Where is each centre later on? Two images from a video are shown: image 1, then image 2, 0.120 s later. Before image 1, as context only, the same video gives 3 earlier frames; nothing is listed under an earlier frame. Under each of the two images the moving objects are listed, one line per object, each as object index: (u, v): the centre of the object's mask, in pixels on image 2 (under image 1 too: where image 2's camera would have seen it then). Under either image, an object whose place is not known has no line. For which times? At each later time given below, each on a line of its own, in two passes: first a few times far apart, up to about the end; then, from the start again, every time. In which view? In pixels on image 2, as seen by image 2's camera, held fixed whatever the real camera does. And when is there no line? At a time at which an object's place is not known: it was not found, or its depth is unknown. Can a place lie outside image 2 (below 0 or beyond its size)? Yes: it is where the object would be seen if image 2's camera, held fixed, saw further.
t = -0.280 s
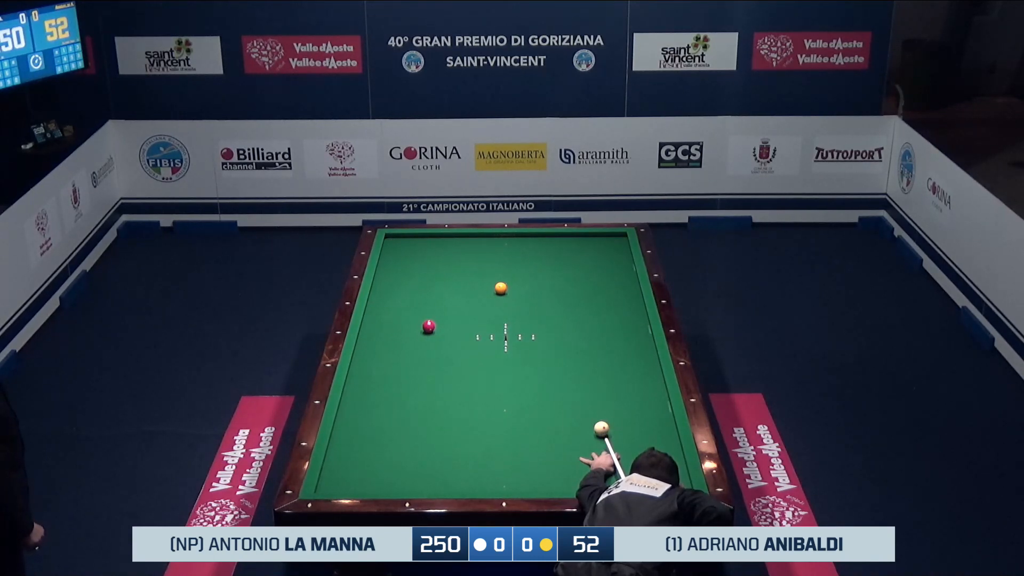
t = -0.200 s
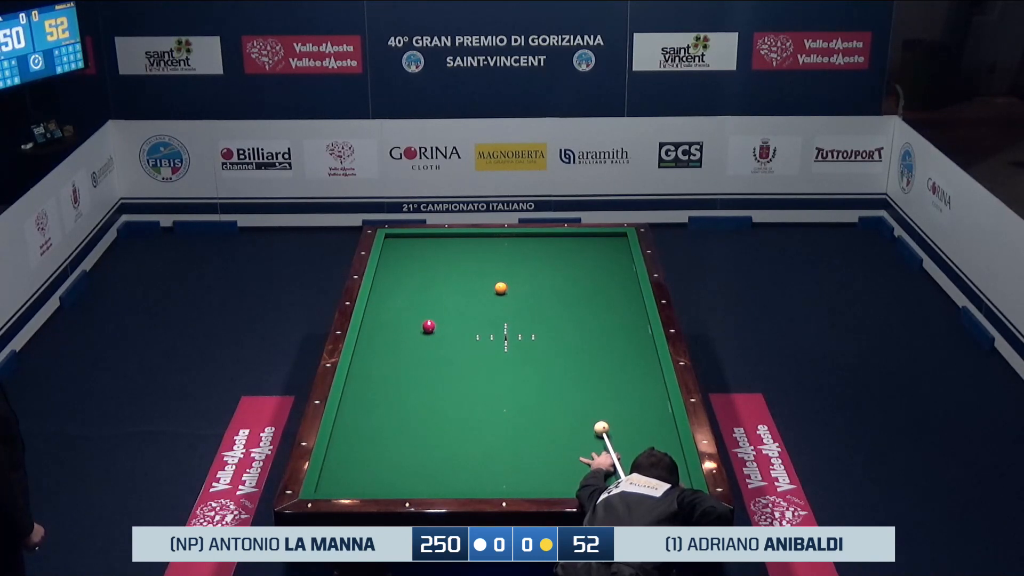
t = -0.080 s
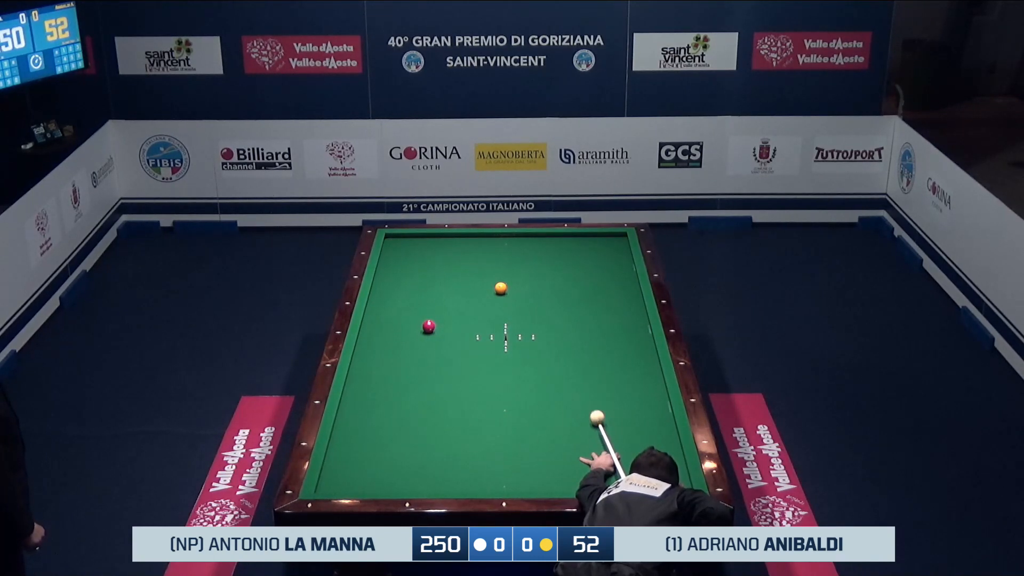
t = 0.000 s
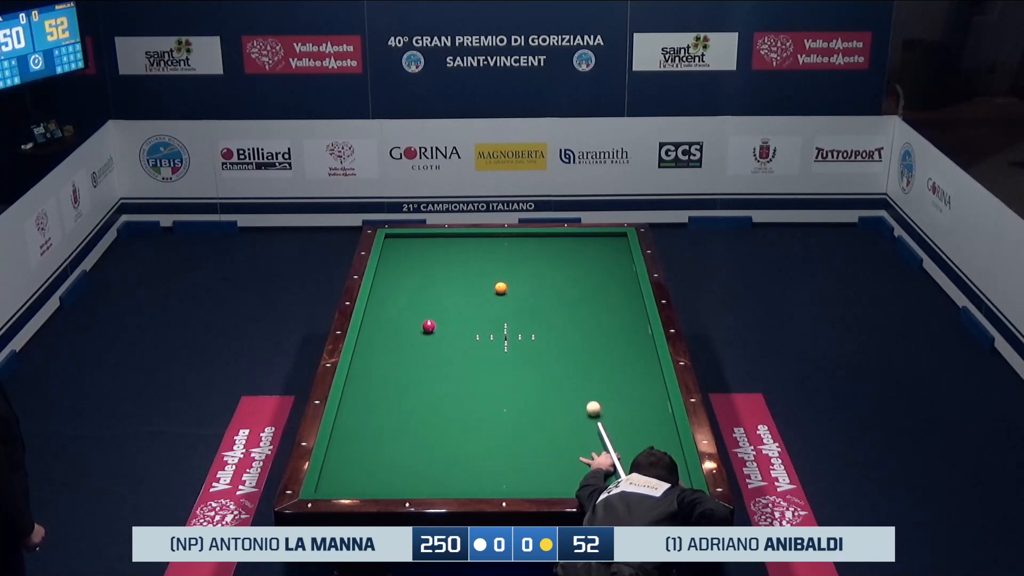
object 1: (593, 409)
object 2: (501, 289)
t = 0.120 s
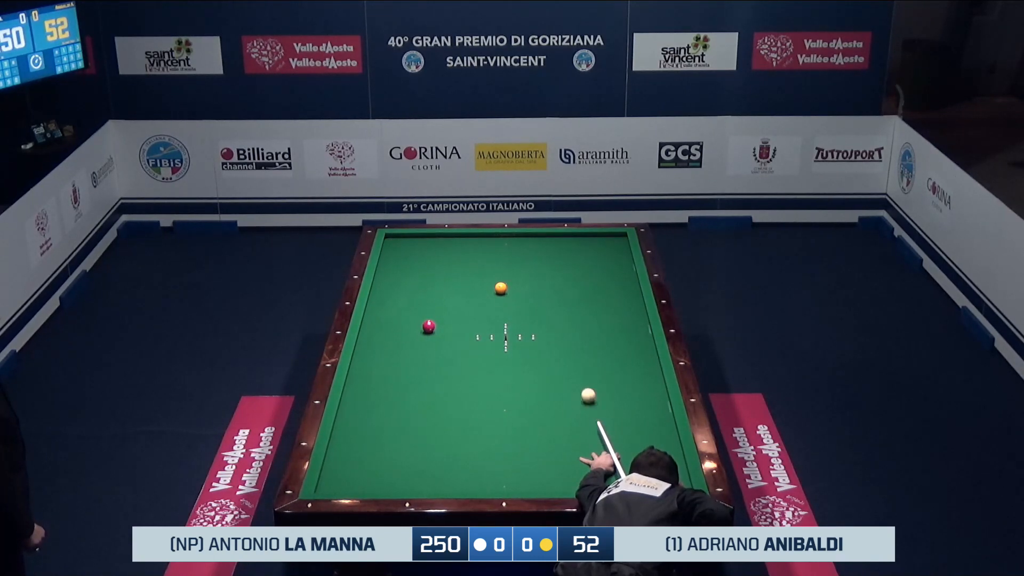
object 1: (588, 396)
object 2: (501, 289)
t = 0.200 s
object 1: (585, 388)
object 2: (501, 289)
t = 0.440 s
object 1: (575, 364)
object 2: (501, 289)
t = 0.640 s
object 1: (568, 346)
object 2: (501, 289)
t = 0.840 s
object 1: (561, 329)
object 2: (501, 289)
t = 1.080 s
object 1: (554, 310)
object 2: (501, 289)
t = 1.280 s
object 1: (548, 295)
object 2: (501, 289)
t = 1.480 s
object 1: (542, 282)
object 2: (501, 289)
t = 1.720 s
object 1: (536, 266)
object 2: (501, 289)
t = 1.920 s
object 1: (531, 255)
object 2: (501, 289)
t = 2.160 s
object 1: (526, 241)
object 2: (501, 289)
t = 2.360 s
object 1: (522, 238)
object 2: (501, 289)
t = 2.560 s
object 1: (519, 244)
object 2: (501, 289)
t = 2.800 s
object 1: (516, 252)
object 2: (501, 289)
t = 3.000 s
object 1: (513, 259)
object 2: (501, 289)
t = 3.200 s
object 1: (510, 266)
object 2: (501, 289)
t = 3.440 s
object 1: (506, 274)
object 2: (501, 289)
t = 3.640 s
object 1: (503, 279)
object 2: (501, 289)
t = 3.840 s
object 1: (500, 282)
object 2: (500, 291)
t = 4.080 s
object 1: (498, 285)
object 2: (500, 296)
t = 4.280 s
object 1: (496, 287)
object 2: (499, 300)
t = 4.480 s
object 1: (494, 288)
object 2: (498, 305)
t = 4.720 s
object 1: (493, 290)
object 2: (498, 310)
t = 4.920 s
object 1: (492, 291)
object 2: (497, 314)
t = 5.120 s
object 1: (491, 292)
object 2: (497, 317)
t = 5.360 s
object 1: (490, 293)
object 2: (496, 322)
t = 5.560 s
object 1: (489, 294)
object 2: (496, 326)
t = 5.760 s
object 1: (489, 294)
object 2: (495, 329)
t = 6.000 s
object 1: (488, 295)
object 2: (495, 333)
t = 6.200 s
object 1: (488, 295)
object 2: (494, 337)
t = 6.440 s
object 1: (488, 295)
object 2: (494, 341)
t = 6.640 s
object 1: (488, 296)
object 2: (494, 344)
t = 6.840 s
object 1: (488, 296)
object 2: (494, 346)
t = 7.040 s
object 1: (488, 296)
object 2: (495, 349)
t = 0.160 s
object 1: (586, 392)
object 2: (501, 289)
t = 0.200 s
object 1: (585, 388)
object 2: (501, 289)
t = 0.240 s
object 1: (583, 384)
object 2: (501, 289)
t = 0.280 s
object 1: (582, 380)
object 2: (501, 289)
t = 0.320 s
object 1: (580, 376)
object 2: (501, 289)
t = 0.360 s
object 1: (579, 372)
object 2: (501, 289)
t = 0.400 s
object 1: (577, 368)
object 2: (501, 289)
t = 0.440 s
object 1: (575, 364)
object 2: (501, 289)
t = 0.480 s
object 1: (574, 360)
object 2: (501, 289)
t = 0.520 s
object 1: (572, 357)
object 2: (501, 289)
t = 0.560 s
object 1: (571, 353)
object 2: (501, 289)
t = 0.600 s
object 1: (569, 349)
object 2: (501, 289)
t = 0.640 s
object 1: (568, 346)
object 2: (501, 289)
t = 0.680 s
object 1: (567, 342)
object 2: (501, 289)
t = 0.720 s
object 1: (565, 339)
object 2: (501, 289)
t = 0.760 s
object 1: (564, 335)
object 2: (501, 289)
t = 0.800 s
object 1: (563, 332)
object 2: (501, 289)
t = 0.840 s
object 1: (561, 329)
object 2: (501, 289)
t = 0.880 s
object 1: (560, 325)
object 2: (501, 289)
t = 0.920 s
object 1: (559, 322)
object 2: (501, 289)
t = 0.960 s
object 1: (557, 319)
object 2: (501, 289)
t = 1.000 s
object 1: (556, 316)
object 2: (501, 289)
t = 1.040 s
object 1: (555, 313)
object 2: (501, 289)
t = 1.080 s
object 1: (554, 310)
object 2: (501, 289)
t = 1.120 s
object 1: (552, 307)
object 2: (501, 289)
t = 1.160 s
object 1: (551, 304)
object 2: (501, 289)
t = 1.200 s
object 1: (550, 301)
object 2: (501, 289)
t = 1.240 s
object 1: (549, 298)
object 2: (501, 289)
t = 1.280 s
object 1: (548, 295)
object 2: (501, 289)
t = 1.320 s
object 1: (547, 293)
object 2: (501, 289)
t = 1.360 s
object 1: (546, 290)
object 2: (501, 289)
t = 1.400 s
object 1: (545, 287)
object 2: (501, 289)
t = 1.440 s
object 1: (543, 284)
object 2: (501, 289)
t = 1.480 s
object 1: (542, 282)
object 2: (501, 289)
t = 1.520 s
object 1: (541, 279)
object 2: (501, 289)
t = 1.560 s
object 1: (540, 276)
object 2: (501, 289)
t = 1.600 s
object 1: (539, 274)
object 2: (501, 289)
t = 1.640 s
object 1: (538, 271)
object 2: (501, 289)
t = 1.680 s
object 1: (537, 269)
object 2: (501, 289)
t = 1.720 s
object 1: (536, 266)
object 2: (501, 289)
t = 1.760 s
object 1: (535, 264)
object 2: (501, 289)
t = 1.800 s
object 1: (534, 262)
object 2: (501, 289)
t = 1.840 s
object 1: (533, 259)
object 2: (501, 289)
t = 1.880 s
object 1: (532, 257)
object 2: (501, 289)
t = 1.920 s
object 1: (531, 255)
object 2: (501, 289)
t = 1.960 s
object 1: (530, 252)
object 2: (501, 289)
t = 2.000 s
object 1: (530, 250)
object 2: (501, 289)
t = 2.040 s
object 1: (529, 248)
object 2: (501, 289)
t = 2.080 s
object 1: (528, 246)
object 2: (501, 289)
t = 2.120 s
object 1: (527, 243)
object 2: (501, 289)
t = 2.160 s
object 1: (526, 241)
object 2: (501, 289)
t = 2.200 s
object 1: (525, 239)
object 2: (501, 289)
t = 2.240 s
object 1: (524, 237)
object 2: (501, 289)
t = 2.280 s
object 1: (523, 235)
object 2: (501, 289)
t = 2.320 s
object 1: (523, 236)
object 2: (501, 289)
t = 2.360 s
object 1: (522, 238)
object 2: (501, 289)
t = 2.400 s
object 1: (522, 239)
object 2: (501, 289)
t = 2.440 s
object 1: (521, 240)
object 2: (501, 289)
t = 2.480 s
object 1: (521, 242)
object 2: (501, 289)
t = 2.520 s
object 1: (520, 243)
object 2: (501, 289)
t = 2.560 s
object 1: (519, 244)
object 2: (501, 289)
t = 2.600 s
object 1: (519, 246)
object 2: (501, 289)
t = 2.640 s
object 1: (518, 247)
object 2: (501, 289)
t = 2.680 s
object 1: (518, 248)
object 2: (501, 289)
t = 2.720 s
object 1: (517, 250)
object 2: (501, 289)
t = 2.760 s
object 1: (516, 251)
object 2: (501, 289)
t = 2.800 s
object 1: (516, 252)
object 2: (501, 289)
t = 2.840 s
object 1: (515, 253)
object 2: (501, 289)
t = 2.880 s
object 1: (514, 255)
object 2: (501, 289)
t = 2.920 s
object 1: (514, 256)
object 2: (501, 289)
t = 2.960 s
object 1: (513, 258)
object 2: (501, 289)
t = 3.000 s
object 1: (513, 259)
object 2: (501, 289)
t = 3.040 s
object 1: (512, 260)
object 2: (501, 289)
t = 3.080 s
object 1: (511, 262)
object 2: (501, 289)
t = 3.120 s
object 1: (511, 263)
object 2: (501, 289)
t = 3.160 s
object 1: (510, 264)
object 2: (501, 289)
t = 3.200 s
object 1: (510, 266)
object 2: (501, 289)
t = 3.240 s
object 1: (509, 267)
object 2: (501, 289)
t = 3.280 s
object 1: (509, 268)
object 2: (501, 289)
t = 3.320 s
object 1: (508, 269)
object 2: (501, 289)
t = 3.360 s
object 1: (507, 271)
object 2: (501, 289)
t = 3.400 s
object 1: (507, 272)
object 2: (501, 289)
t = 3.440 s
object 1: (506, 274)
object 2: (501, 289)
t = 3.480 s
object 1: (505, 275)
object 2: (501, 289)
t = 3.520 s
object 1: (505, 276)
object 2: (501, 289)
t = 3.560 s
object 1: (504, 277)
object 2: (501, 289)
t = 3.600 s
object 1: (504, 278)
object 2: (501, 289)
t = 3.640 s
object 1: (503, 279)
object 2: (501, 289)
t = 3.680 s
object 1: (502, 279)
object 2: (501, 289)
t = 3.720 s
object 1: (502, 280)
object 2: (501, 289)
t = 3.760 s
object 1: (501, 281)
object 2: (501, 289)
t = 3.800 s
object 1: (501, 282)
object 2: (501, 290)
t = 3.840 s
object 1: (500, 282)
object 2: (500, 291)
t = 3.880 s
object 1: (500, 283)
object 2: (500, 292)
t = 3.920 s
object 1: (499, 283)
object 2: (500, 293)
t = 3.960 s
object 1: (499, 283)
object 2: (500, 294)
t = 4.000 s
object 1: (499, 284)
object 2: (500, 294)
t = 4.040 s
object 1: (498, 284)
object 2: (500, 295)
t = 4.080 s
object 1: (498, 285)
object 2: (500, 296)
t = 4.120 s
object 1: (497, 285)
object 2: (499, 297)
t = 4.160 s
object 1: (497, 286)
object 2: (499, 298)
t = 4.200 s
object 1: (497, 286)
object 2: (499, 299)
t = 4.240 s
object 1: (496, 287)
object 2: (499, 300)
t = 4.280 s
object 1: (496, 287)
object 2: (499, 300)
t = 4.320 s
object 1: (496, 287)
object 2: (499, 301)
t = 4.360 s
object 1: (495, 288)
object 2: (498, 302)
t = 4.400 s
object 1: (495, 288)
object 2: (498, 303)
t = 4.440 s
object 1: (495, 288)
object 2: (498, 304)
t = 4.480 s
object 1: (494, 288)
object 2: (498, 305)
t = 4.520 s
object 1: (494, 289)
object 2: (498, 305)
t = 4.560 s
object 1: (494, 289)
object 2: (498, 306)
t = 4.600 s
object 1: (494, 289)
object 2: (498, 307)
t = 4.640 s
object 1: (493, 289)
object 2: (498, 308)
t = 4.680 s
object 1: (493, 290)
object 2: (498, 309)
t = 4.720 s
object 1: (493, 290)
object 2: (498, 310)
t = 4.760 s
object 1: (493, 290)
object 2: (497, 311)
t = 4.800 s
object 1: (492, 290)
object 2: (497, 311)
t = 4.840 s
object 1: (492, 290)
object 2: (497, 312)
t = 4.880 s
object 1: (492, 291)
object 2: (497, 313)
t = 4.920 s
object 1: (492, 291)
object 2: (497, 314)
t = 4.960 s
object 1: (492, 291)
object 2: (497, 314)
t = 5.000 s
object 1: (491, 291)
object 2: (497, 315)
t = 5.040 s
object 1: (491, 291)
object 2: (497, 316)
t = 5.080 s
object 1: (491, 292)
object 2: (497, 317)
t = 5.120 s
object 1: (491, 292)
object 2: (497, 317)
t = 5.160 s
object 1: (491, 292)
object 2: (497, 318)
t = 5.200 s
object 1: (491, 292)
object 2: (497, 319)
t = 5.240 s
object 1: (490, 292)
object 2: (497, 320)
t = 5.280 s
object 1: (490, 293)
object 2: (496, 321)
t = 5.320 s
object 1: (490, 293)
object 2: (497, 321)
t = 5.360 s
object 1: (490, 293)
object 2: (496, 322)
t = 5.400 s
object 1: (490, 293)
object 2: (496, 323)
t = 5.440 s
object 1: (490, 293)
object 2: (496, 324)
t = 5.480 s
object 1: (489, 293)
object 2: (496, 324)
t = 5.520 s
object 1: (489, 293)
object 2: (496, 325)
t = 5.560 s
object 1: (489, 294)
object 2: (496, 326)
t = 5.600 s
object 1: (489, 294)
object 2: (496, 326)
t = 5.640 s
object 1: (489, 294)
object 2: (496, 327)
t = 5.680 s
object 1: (489, 294)
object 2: (495, 328)
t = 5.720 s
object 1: (489, 294)
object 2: (495, 328)
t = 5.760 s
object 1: (489, 294)
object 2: (495, 329)
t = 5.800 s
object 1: (488, 294)
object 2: (495, 330)
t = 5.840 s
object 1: (488, 294)
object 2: (495, 330)
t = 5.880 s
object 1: (488, 295)
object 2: (495, 331)
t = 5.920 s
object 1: (488, 295)
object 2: (495, 332)
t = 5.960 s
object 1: (488, 295)
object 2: (495, 332)
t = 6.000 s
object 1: (488, 295)
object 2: (495, 333)
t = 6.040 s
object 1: (488, 295)
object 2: (495, 334)
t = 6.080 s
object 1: (488, 295)
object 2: (495, 335)
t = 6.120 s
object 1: (488, 295)
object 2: (494, 335)
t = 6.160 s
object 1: (488, 295)
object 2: (494, 336)
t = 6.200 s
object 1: (488, 295)
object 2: (494, 337)
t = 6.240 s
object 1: (488, 295)
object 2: (494, 337)
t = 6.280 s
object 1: (488, 295)
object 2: (494, 338)
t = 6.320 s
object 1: (488, 295)
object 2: (494, 339)
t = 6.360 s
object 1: (488, 295)
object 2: (494, 339)
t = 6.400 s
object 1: (488, 295)
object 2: (494, 340)
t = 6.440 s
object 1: (488, 295)
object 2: (494, 341)
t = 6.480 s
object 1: (488, 296)
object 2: (494, 341)
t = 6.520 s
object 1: (488, 296)
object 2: (494, 342)
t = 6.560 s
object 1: (488, 296)
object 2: (494, 342)
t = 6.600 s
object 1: (488, 296)
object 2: (494, 343)
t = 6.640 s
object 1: (488, 296)
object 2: (494, 344)
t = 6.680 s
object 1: (488, 296)
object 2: (494, 344)
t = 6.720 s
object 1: (488, 296)
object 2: (494, 345)
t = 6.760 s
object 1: (488, 296)
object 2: (494, 345)
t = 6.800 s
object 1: (488, 296)
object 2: (494, 346)
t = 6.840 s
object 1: (488, 296)
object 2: (494, 346)
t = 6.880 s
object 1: (488, 296)
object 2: (494, 347)
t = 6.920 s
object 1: (488, 296)
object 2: (494, 348)
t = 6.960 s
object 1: (488, 296)
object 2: (494, 348)
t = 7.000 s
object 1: (488, 296)
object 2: (494, 349)
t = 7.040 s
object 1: (488, 296)
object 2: (495, 349)
